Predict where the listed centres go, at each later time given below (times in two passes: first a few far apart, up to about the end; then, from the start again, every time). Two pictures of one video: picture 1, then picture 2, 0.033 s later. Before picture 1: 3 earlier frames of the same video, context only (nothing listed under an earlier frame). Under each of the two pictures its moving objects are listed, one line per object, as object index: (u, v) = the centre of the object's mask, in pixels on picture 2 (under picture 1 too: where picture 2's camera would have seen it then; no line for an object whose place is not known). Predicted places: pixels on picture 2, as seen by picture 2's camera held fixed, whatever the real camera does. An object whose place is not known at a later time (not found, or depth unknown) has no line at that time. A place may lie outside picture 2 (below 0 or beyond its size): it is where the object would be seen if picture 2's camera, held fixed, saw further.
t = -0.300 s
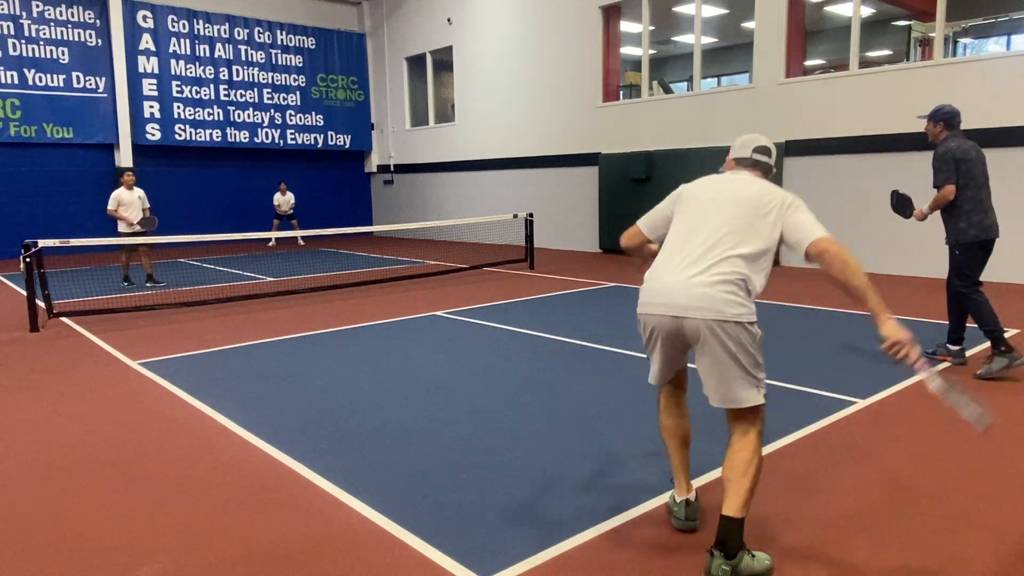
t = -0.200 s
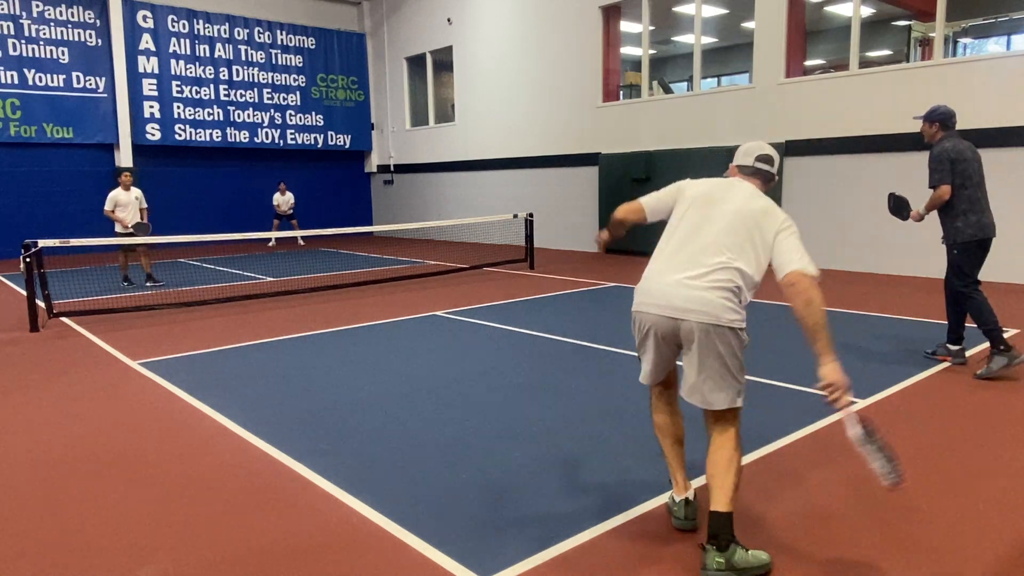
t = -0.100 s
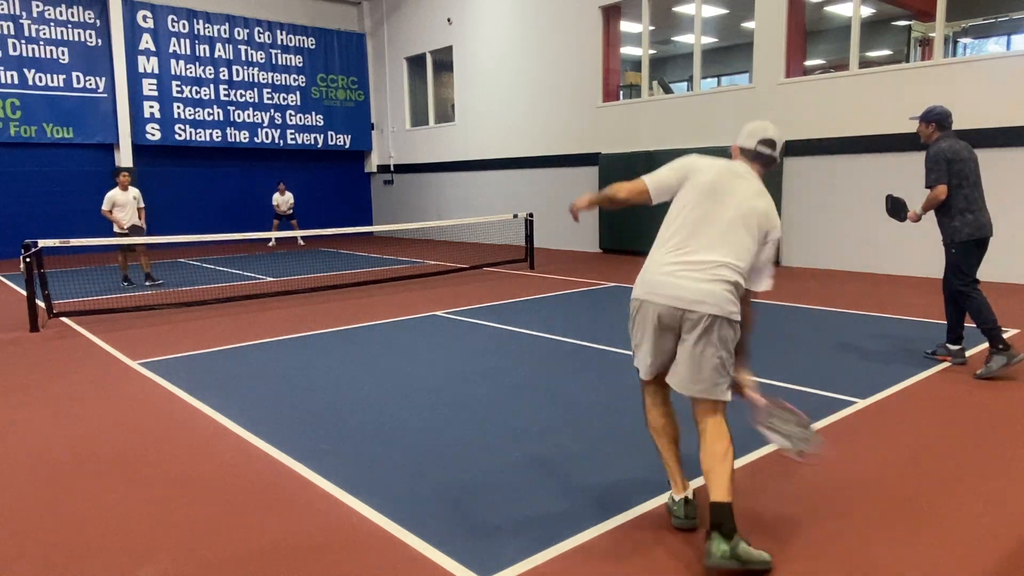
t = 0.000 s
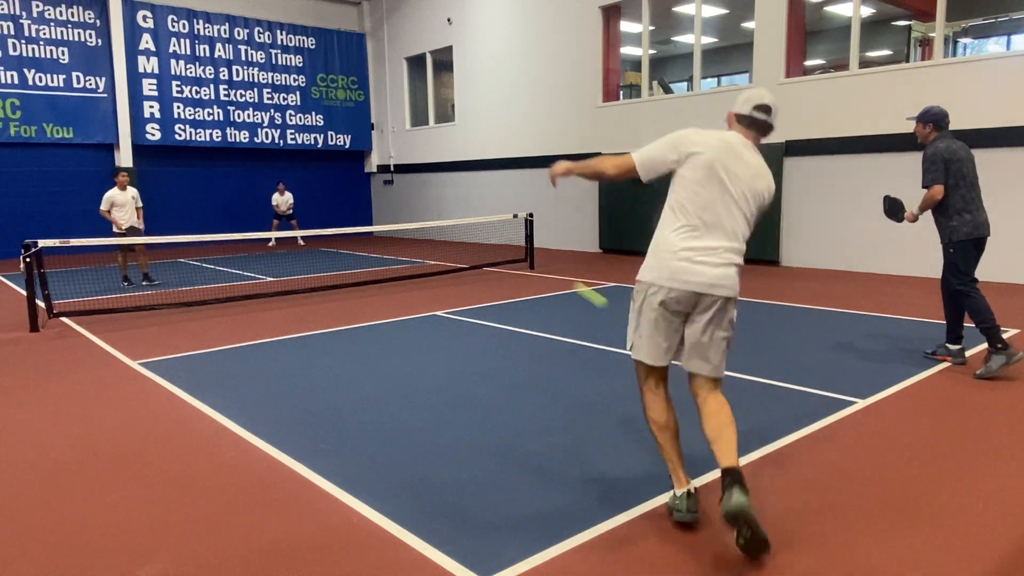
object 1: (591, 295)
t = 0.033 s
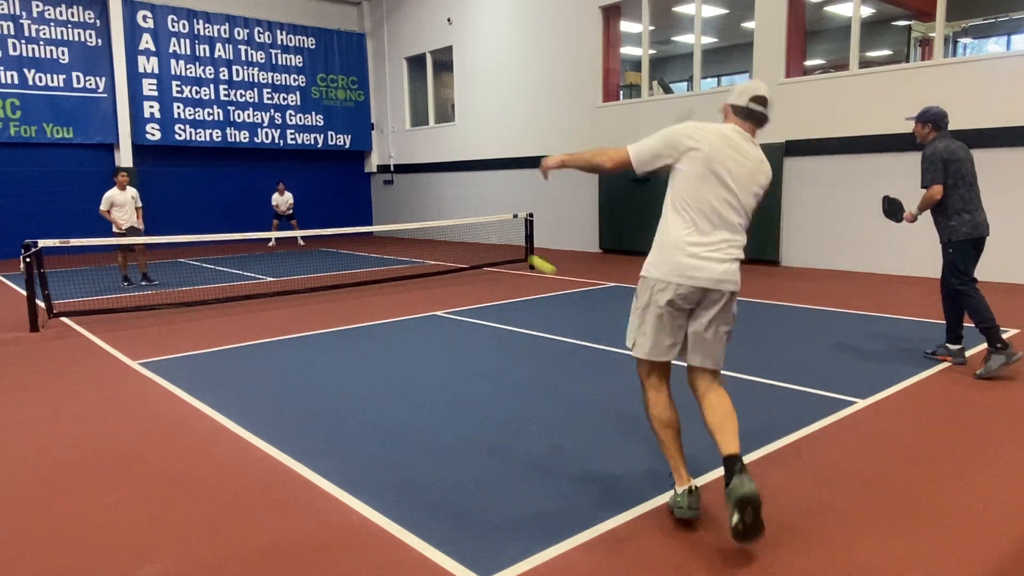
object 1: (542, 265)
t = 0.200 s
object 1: (411, 204)
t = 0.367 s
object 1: (353, 203)
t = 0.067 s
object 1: (504, 244)
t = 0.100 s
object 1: (474, 228)
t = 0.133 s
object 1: (448, 217)
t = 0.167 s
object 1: (428, 209)
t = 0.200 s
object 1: (411, 204)
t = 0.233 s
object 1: (396, 201)
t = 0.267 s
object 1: (383, 200)
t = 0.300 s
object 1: (372, 200)
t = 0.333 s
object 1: (362, 201)
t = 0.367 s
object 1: (353, 203)
